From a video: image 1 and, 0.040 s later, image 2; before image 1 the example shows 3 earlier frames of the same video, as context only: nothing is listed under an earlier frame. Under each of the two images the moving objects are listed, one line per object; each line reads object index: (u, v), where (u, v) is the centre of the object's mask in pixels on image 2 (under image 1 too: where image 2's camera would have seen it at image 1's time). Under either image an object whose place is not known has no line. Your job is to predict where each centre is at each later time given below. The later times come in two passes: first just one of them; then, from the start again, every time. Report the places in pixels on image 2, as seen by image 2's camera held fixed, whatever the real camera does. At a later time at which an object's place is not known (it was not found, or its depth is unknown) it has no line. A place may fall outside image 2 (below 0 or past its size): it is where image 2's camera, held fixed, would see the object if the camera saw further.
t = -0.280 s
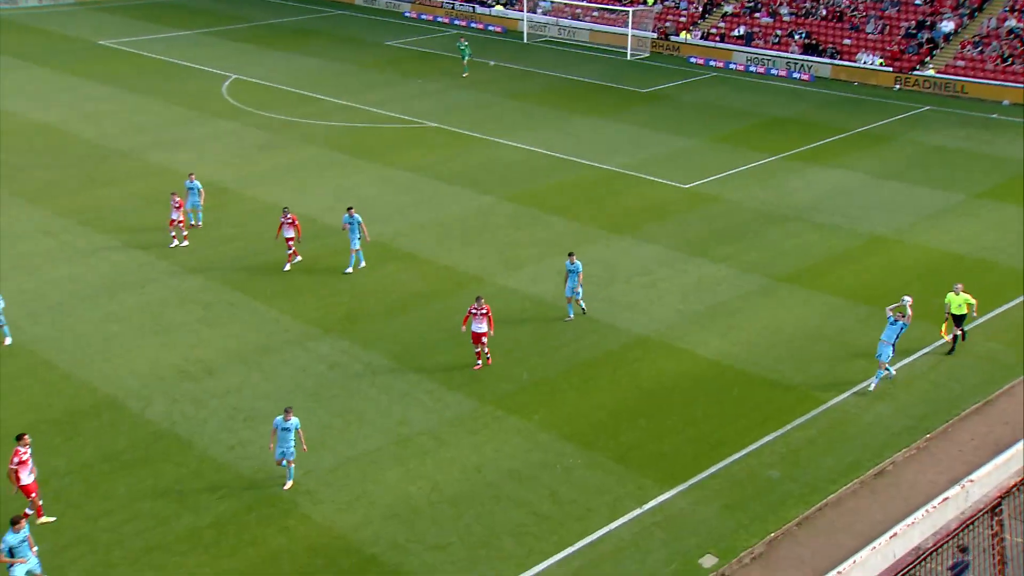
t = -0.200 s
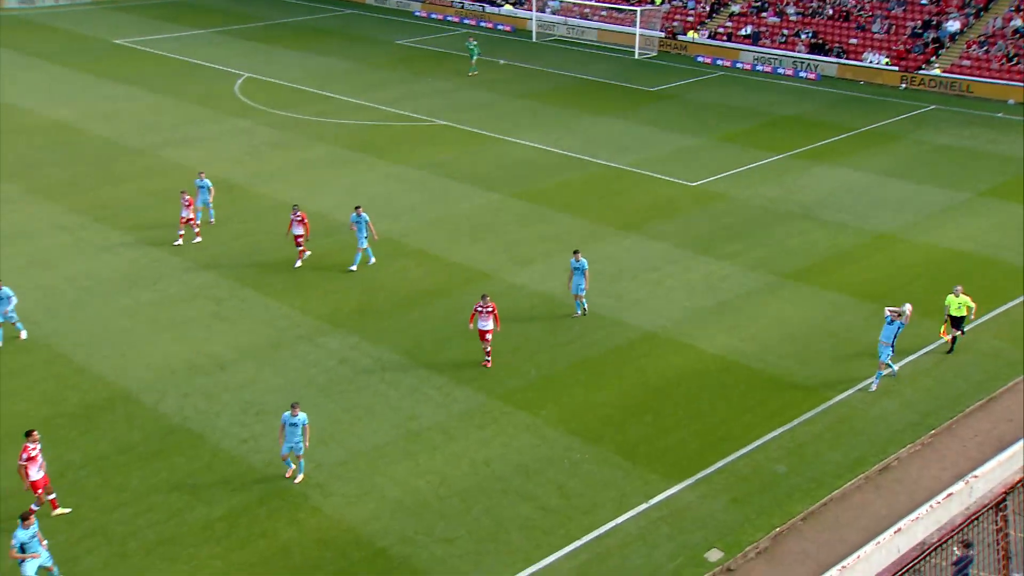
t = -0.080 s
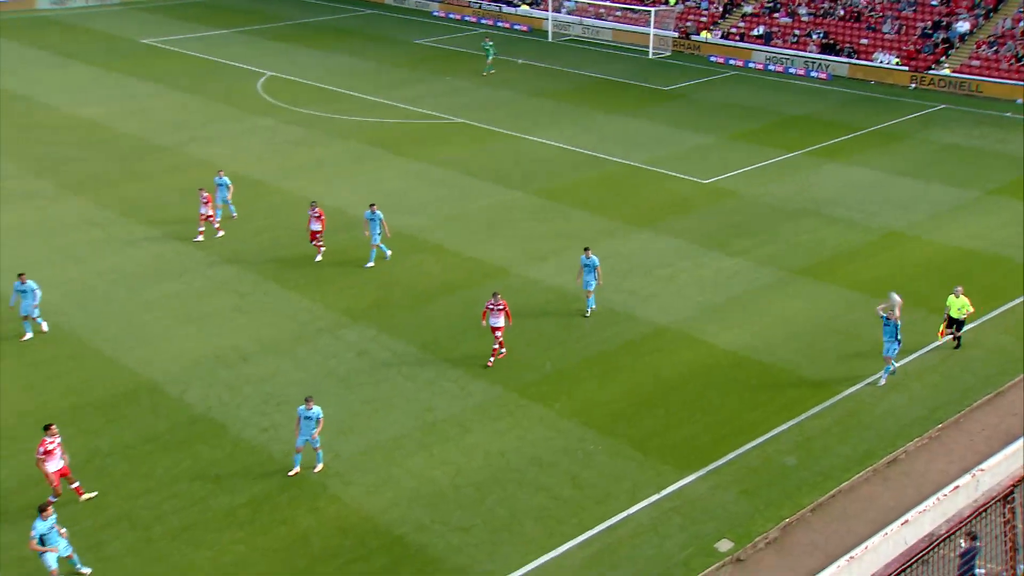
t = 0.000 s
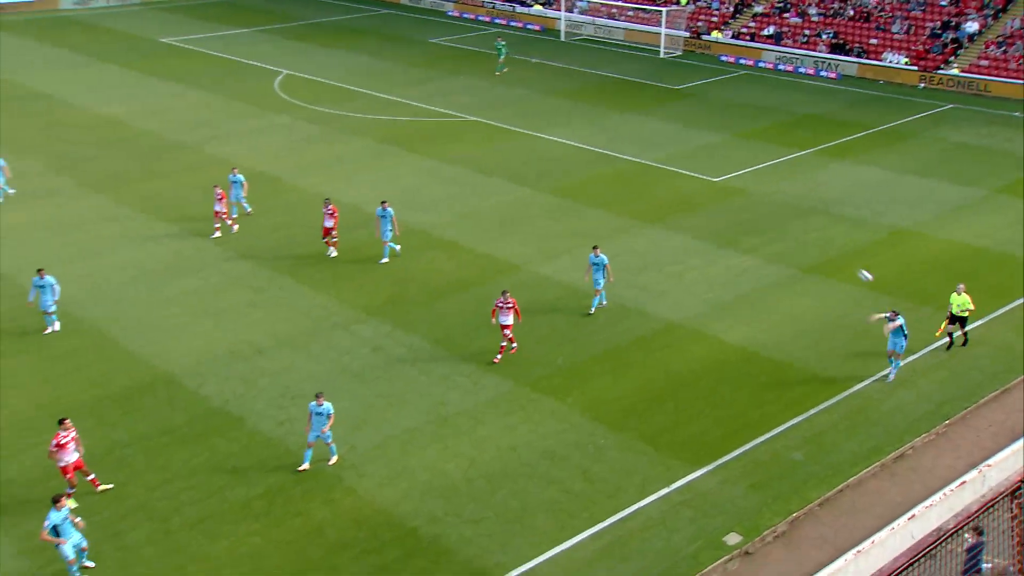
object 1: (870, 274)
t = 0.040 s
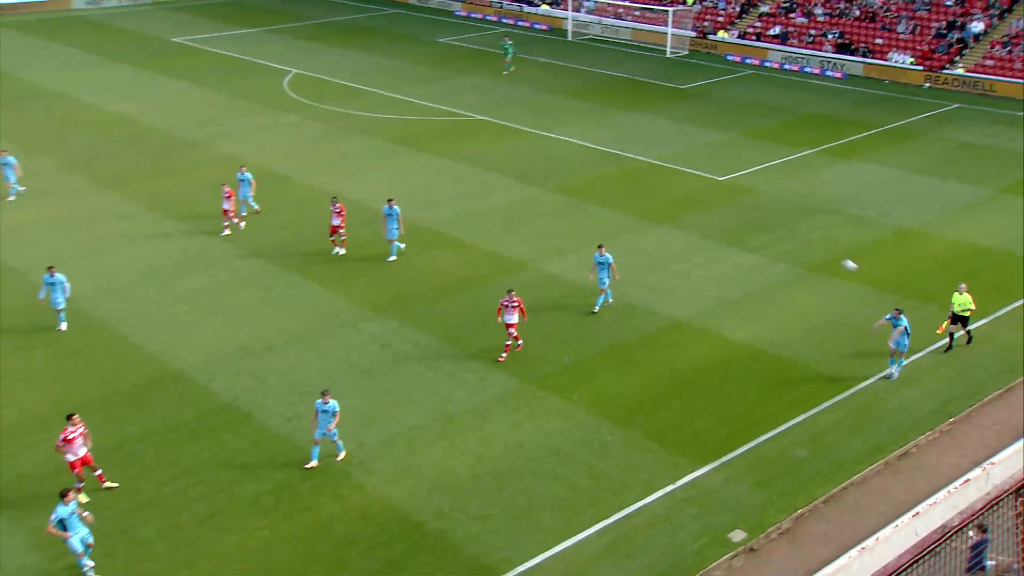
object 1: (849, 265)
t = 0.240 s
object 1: (742, 224)
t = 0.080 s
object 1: (828, 256)
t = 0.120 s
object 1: (807, 248)
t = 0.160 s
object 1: (786, 239)
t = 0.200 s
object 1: (764, 231)
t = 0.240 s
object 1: (742, 224)
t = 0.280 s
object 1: (720, 217)
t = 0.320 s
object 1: (696, 211)
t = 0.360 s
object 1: (673, 204)
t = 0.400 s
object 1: (649, 198)
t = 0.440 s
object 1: (625, 193)
